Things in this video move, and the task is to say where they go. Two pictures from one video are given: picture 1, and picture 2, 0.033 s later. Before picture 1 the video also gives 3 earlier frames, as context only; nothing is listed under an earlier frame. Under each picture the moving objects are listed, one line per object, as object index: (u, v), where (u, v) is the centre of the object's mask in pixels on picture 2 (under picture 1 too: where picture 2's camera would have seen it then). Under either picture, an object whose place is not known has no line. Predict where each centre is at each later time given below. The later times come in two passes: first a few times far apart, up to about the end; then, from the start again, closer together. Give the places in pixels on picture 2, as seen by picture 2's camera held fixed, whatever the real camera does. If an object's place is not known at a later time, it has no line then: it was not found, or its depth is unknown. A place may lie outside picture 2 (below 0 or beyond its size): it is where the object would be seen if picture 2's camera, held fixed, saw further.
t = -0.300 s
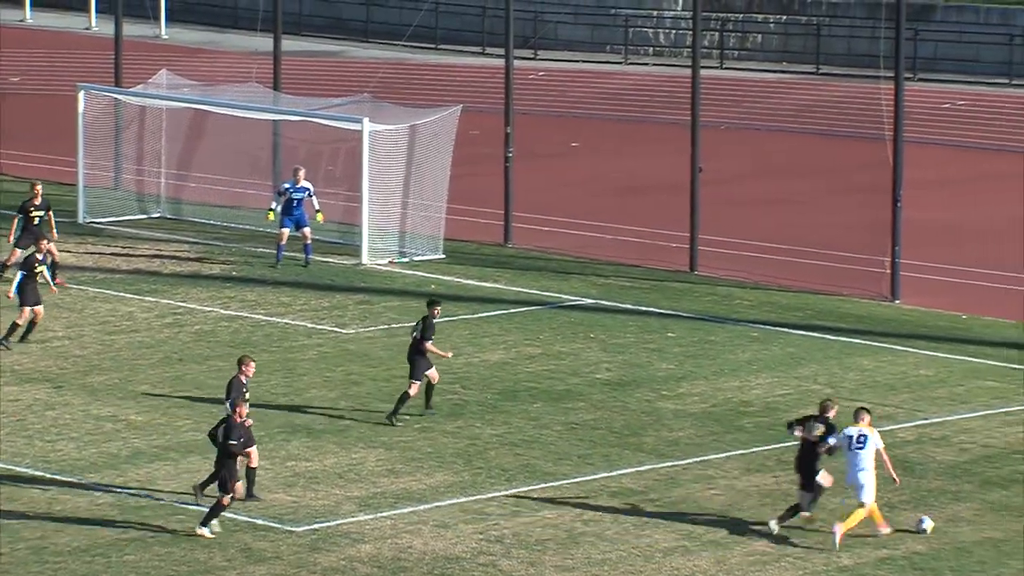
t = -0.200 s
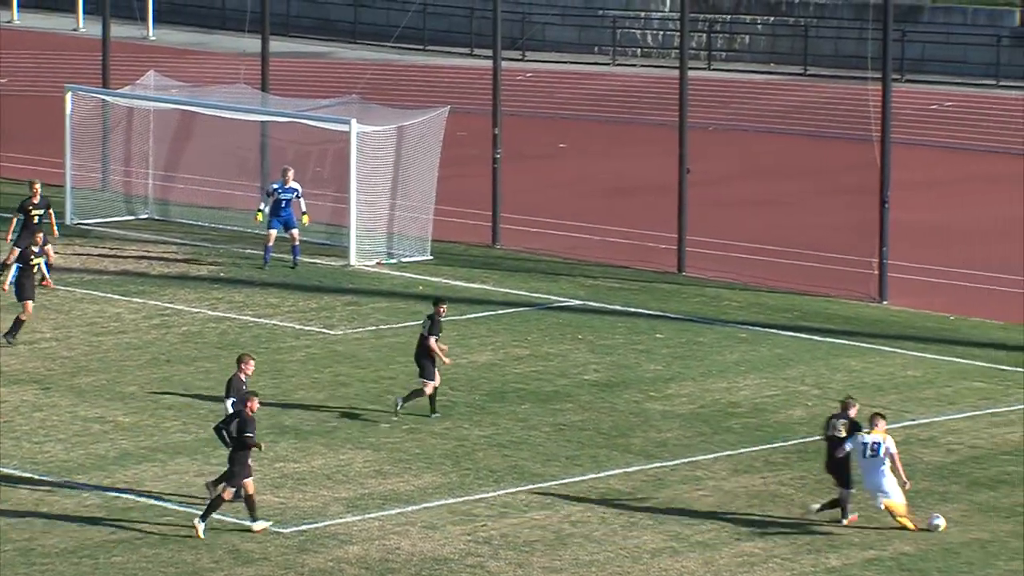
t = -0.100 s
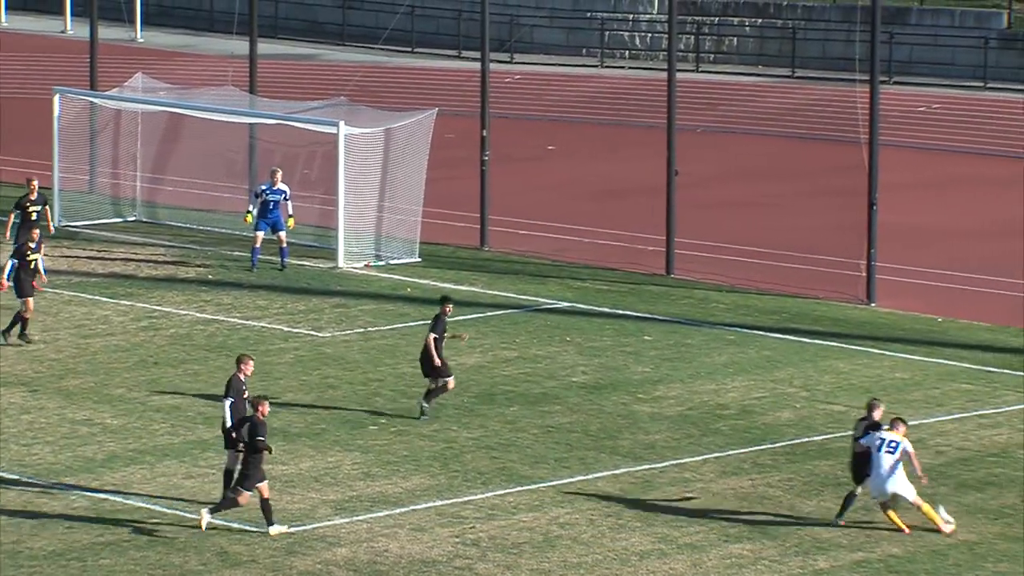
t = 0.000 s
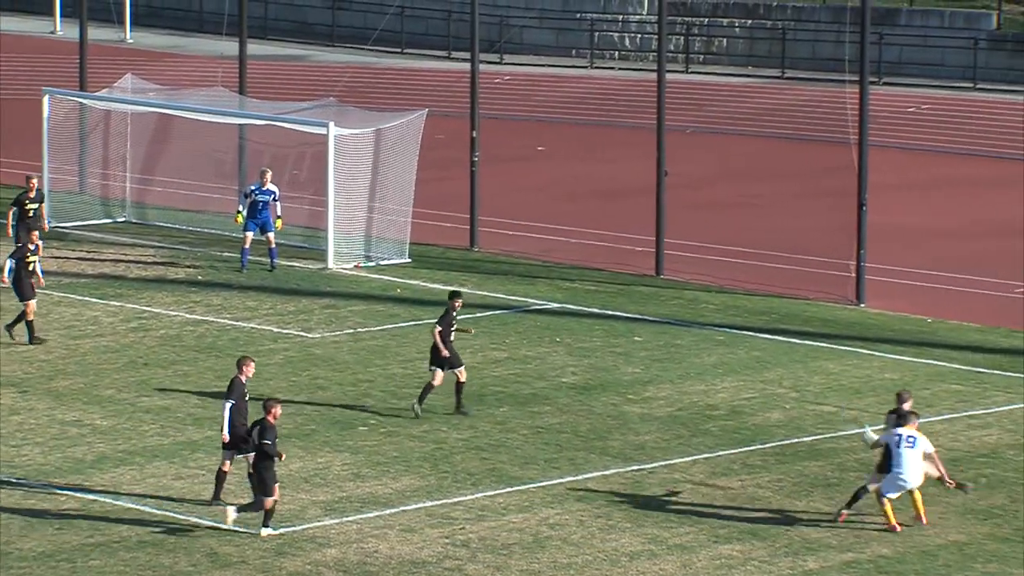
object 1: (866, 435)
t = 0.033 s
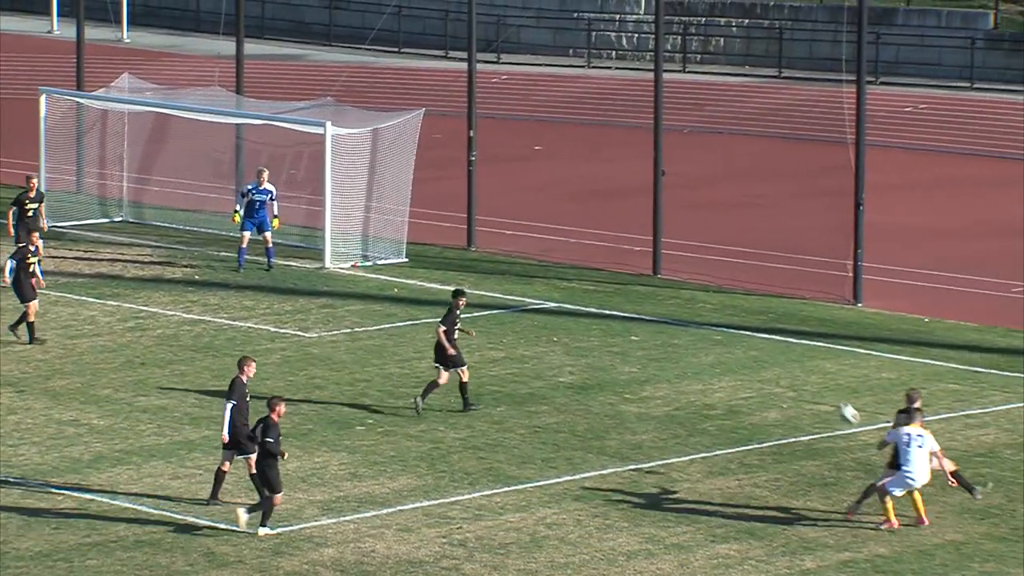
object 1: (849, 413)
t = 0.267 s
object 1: (720, 276)
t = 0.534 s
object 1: (593, 174)
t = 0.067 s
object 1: (830, 390)
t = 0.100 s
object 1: (810, 368)
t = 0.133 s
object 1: (792, 348)
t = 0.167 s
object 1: (773, 328)
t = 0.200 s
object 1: (756, 310)
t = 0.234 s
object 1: (739, 292)
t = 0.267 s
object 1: (720, 276)
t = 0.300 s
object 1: (704, 260)
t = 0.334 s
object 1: (687, 245)
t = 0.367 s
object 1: (671, 231)
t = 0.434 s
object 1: (638, 206)
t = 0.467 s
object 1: (623, 195)
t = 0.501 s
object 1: (608, 183)
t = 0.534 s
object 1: (593, 174)
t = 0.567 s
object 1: (579, 165)
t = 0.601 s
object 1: (565, 156)
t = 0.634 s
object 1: (552, 149)
